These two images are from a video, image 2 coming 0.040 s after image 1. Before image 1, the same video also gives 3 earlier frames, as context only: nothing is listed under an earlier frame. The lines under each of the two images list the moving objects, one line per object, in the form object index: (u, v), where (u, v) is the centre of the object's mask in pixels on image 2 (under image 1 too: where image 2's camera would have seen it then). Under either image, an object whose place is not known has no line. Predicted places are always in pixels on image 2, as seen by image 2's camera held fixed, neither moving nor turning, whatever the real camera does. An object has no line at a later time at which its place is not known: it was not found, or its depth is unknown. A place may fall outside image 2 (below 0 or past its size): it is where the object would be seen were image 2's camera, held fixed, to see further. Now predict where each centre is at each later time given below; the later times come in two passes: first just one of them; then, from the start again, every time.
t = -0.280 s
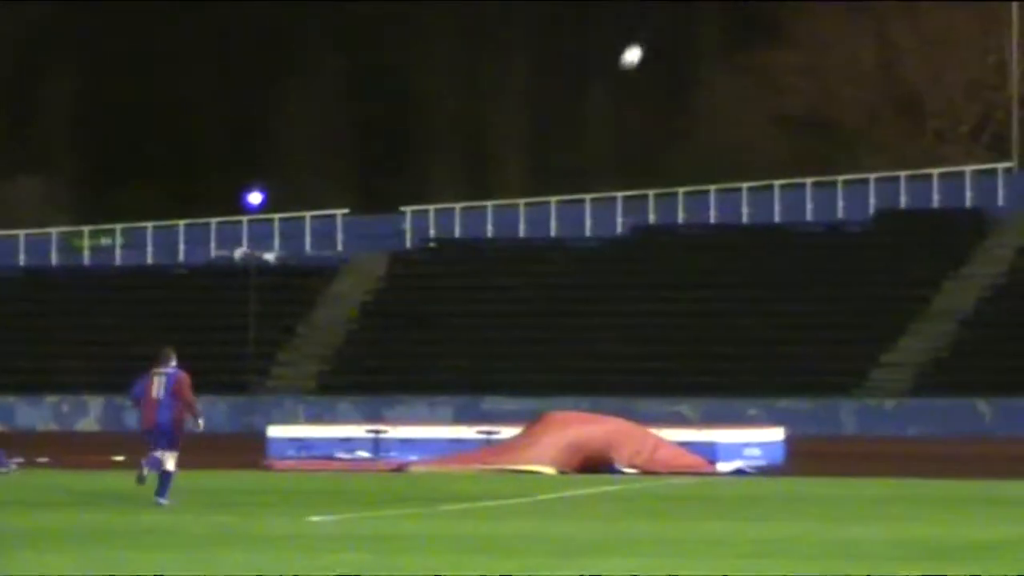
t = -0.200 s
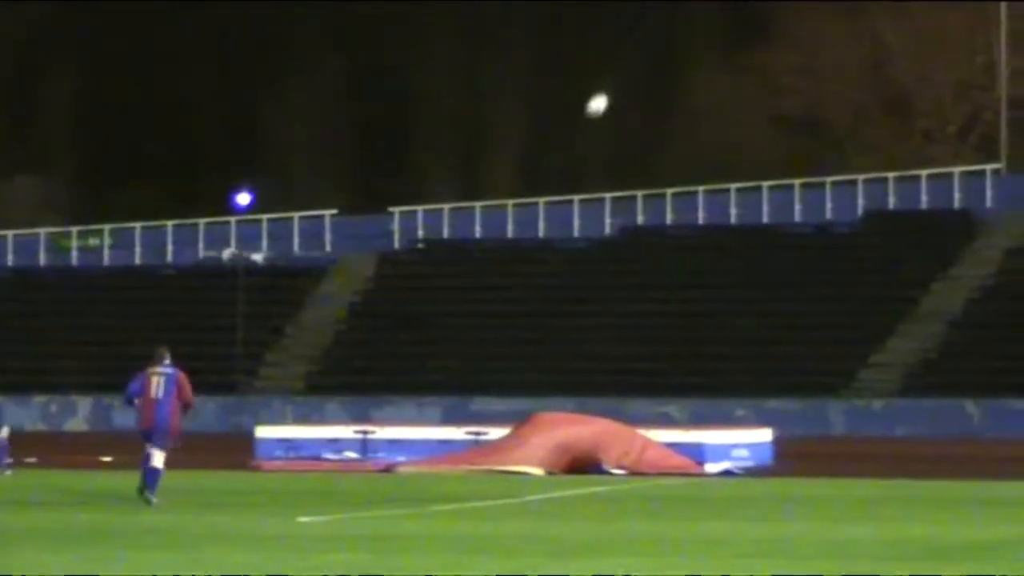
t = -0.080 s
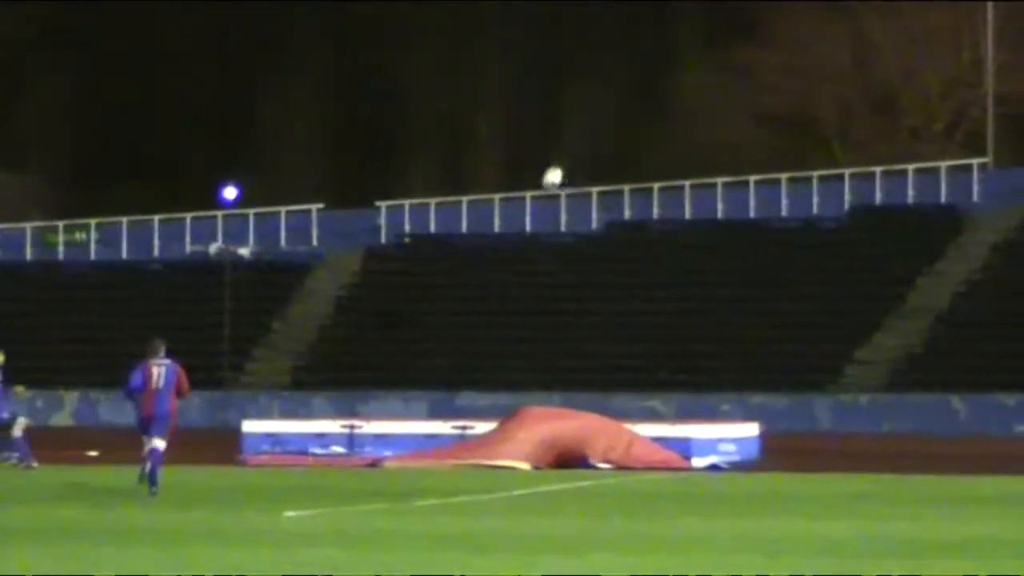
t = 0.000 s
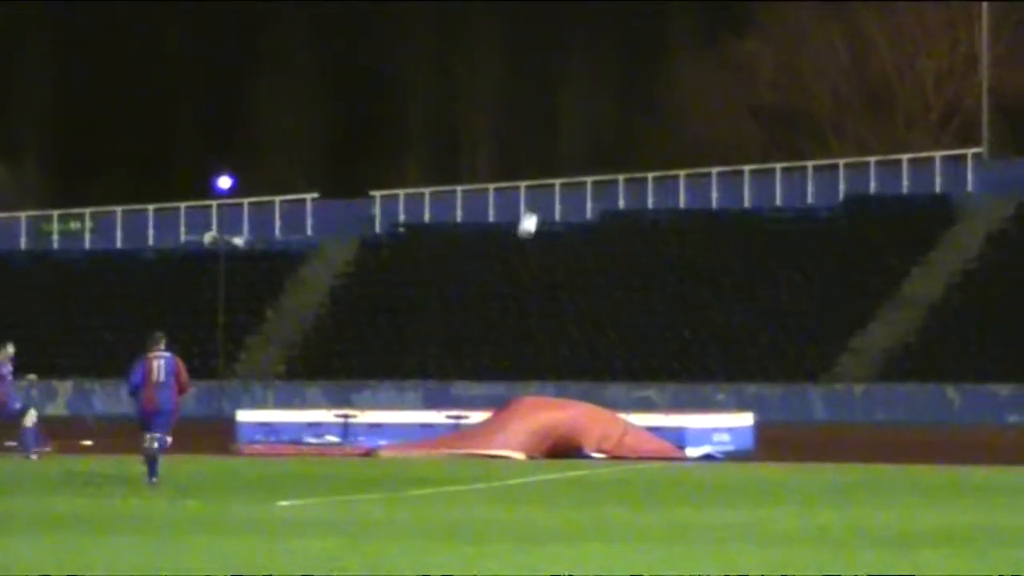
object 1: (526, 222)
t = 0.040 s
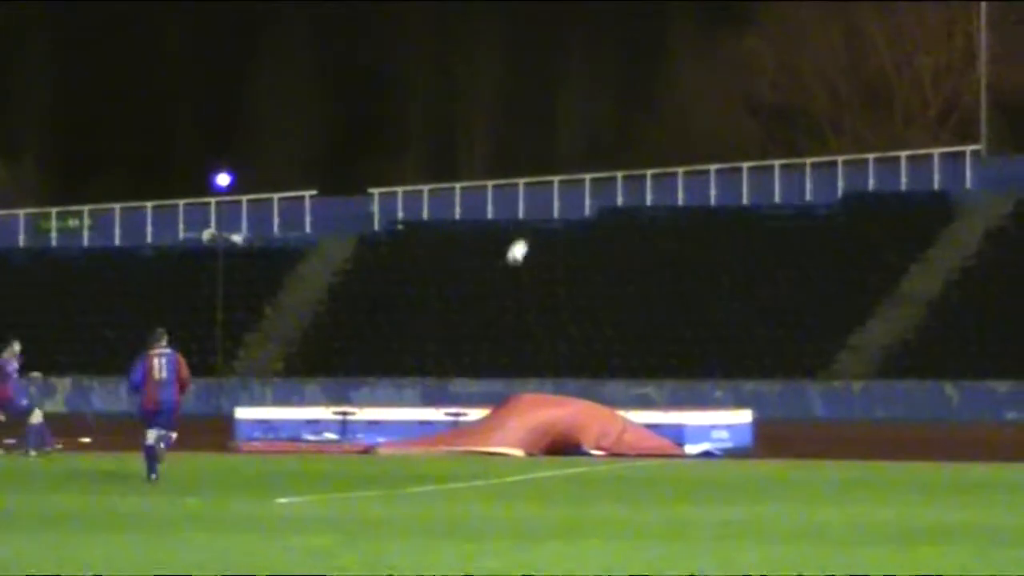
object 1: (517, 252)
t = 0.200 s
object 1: (485, 380)
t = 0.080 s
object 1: (508, 283)
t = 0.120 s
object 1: (499, 315)
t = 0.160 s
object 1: (491, 347)
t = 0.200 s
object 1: (485, 380)
